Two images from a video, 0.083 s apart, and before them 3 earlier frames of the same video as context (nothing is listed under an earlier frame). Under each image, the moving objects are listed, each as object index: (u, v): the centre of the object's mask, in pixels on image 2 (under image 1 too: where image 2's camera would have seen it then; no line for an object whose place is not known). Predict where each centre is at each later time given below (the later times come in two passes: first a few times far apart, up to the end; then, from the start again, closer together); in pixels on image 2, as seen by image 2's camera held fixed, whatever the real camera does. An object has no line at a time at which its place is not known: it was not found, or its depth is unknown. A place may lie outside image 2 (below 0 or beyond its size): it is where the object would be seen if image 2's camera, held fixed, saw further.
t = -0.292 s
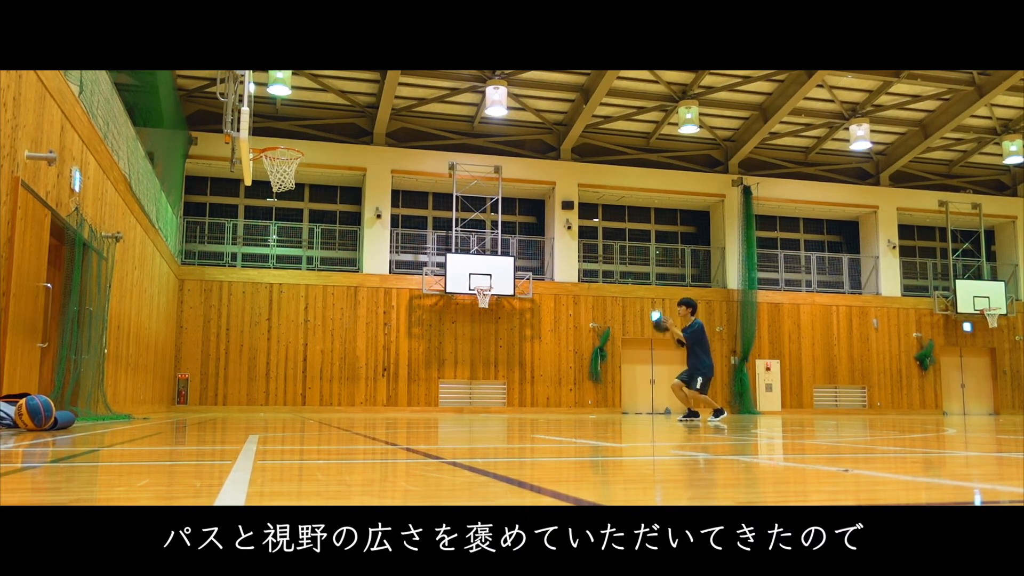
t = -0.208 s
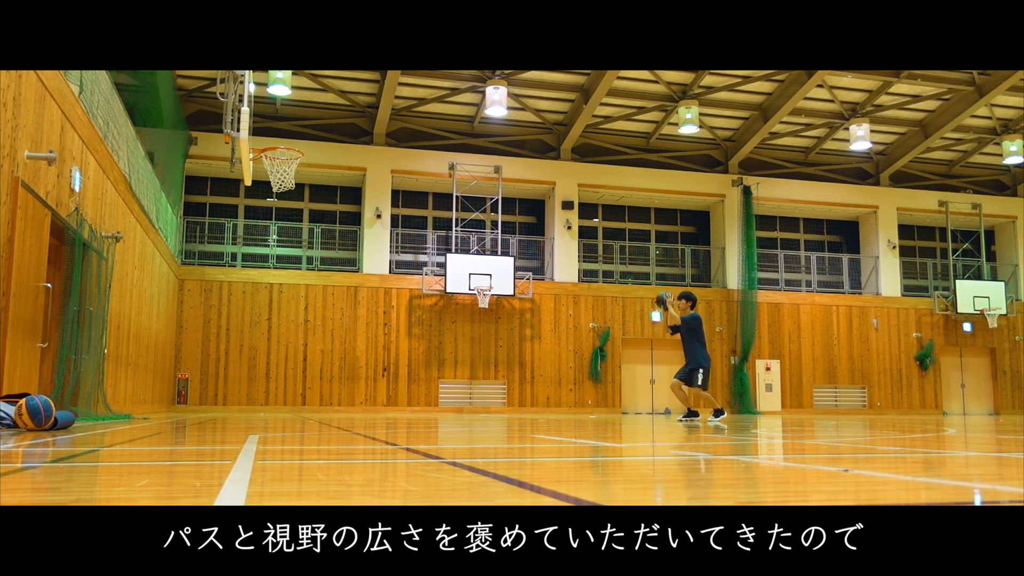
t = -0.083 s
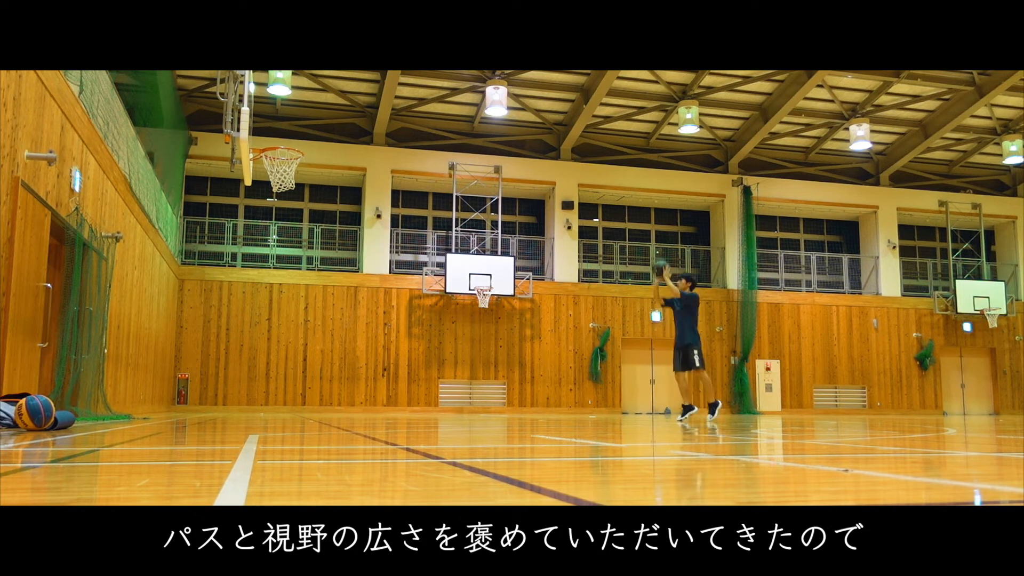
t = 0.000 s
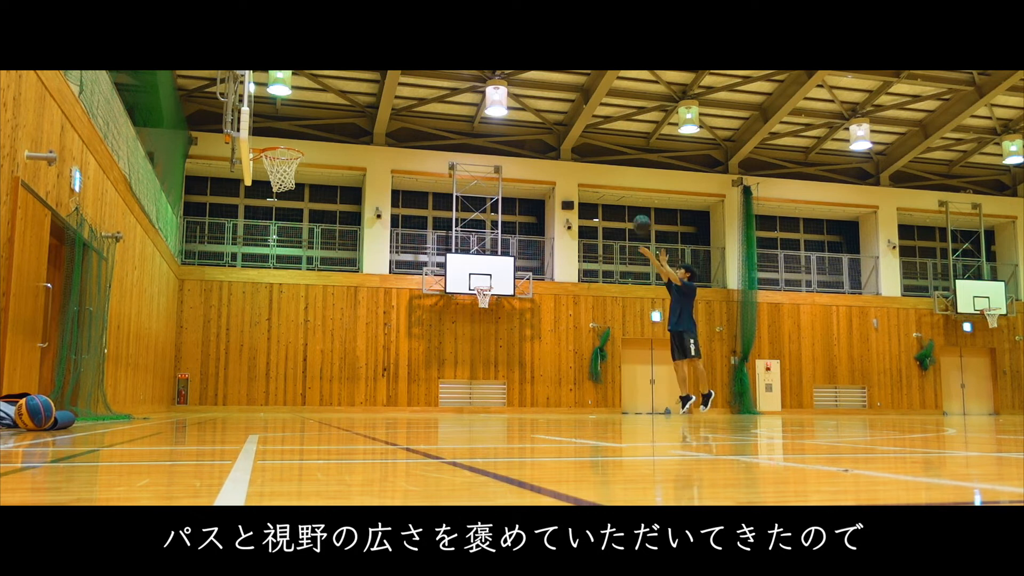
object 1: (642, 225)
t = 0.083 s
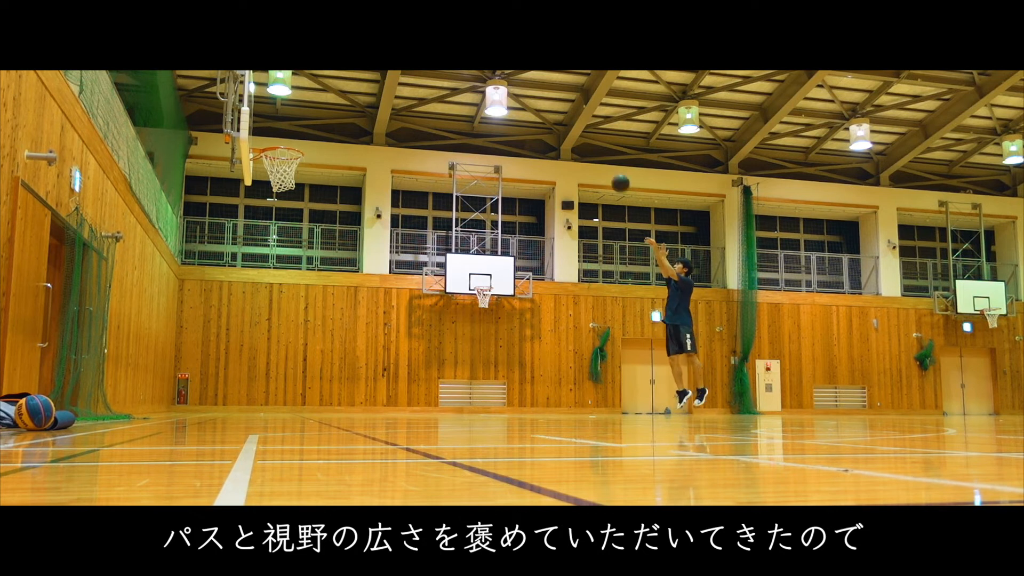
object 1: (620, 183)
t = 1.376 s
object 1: (273, 169)
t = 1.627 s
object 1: (287, 178)
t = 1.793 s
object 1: (284, 189)
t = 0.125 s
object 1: (609, 164)
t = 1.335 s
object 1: (276, 159)
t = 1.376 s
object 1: (273, 169)
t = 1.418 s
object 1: (279, 169)
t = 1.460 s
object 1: (278, 171)
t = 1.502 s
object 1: (282, 171)
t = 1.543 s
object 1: (284, 173)
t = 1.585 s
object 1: (286, 176)
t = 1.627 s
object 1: (287, 178)
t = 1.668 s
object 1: (288, 182)
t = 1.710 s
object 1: (288, 187)
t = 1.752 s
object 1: (287, 188)
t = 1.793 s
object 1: (284, 189)
